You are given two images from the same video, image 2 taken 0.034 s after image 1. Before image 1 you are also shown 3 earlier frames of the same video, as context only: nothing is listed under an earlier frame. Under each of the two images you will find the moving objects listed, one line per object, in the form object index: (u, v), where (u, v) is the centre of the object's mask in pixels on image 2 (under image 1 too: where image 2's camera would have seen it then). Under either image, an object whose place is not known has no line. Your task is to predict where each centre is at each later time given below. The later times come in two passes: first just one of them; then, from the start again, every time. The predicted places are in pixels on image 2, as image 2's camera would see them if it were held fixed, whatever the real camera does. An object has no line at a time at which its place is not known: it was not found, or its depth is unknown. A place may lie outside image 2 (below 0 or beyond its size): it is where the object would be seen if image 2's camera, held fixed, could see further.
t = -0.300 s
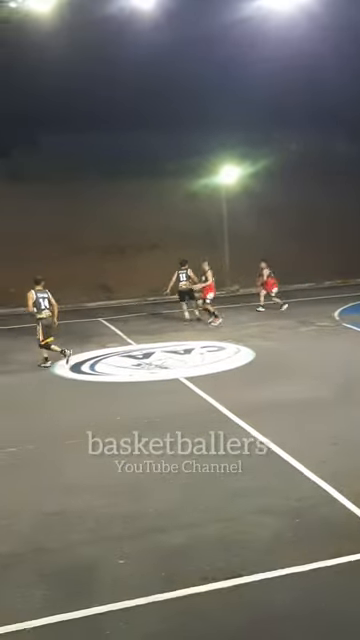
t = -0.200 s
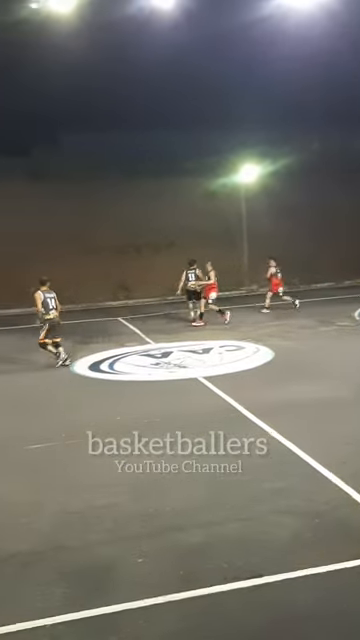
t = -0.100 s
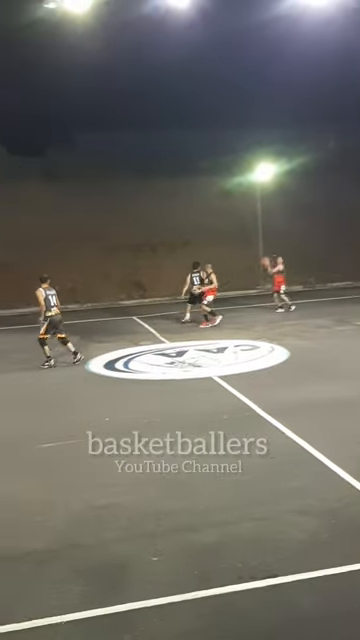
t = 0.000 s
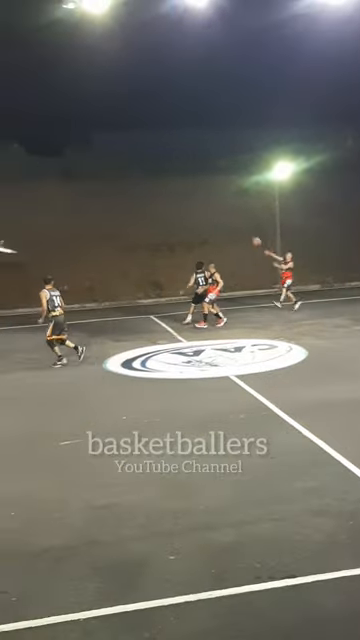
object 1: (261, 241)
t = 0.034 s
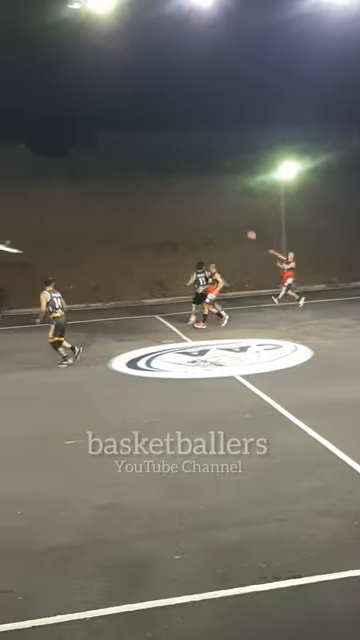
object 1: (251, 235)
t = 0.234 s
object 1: (182, 205)
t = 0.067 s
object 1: (240, 229)
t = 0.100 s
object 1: (229, 224)
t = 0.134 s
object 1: (218, 219)
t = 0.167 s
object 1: (206, 214)
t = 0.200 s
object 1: (194, 209)
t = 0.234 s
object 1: (182, 205)
